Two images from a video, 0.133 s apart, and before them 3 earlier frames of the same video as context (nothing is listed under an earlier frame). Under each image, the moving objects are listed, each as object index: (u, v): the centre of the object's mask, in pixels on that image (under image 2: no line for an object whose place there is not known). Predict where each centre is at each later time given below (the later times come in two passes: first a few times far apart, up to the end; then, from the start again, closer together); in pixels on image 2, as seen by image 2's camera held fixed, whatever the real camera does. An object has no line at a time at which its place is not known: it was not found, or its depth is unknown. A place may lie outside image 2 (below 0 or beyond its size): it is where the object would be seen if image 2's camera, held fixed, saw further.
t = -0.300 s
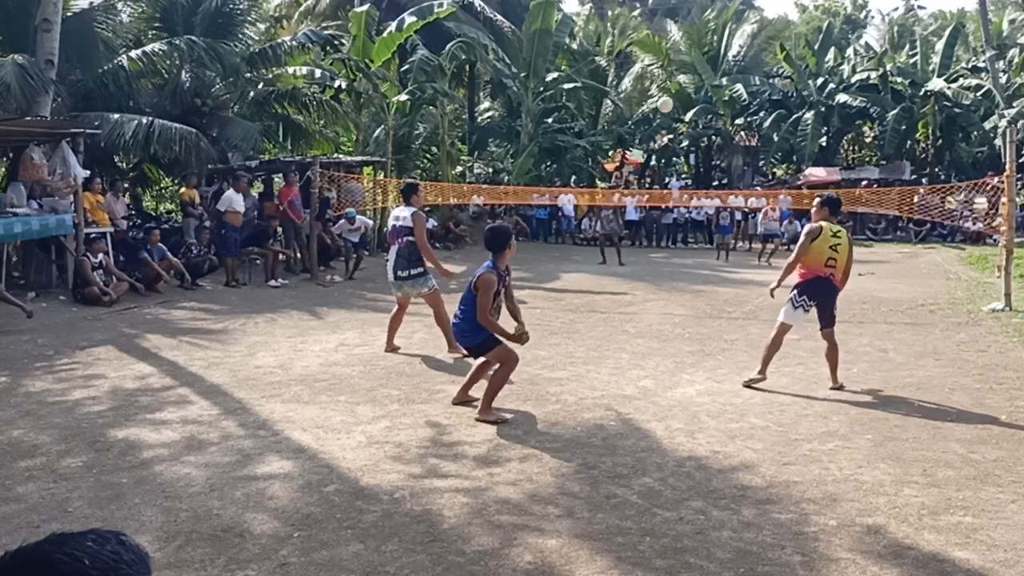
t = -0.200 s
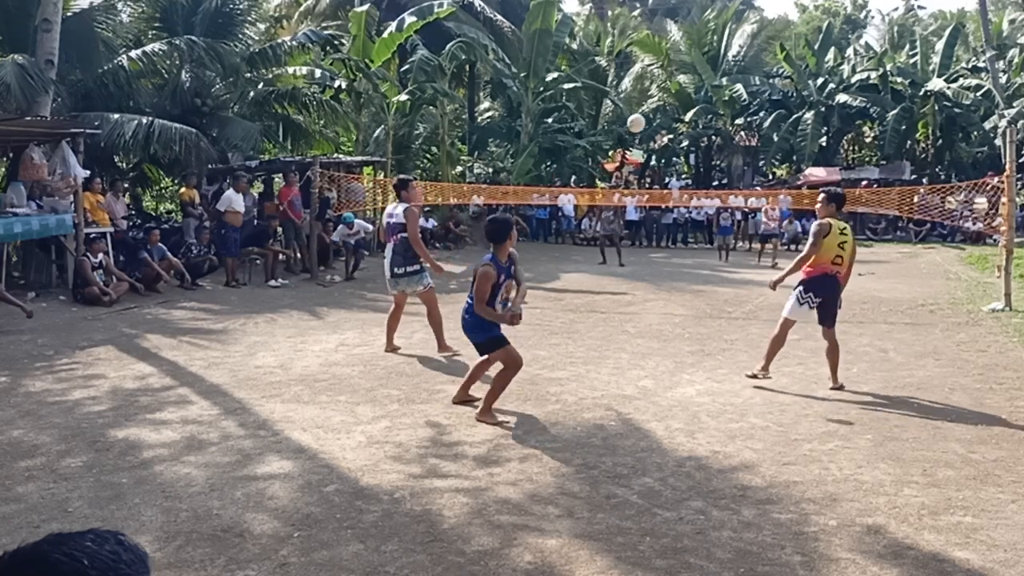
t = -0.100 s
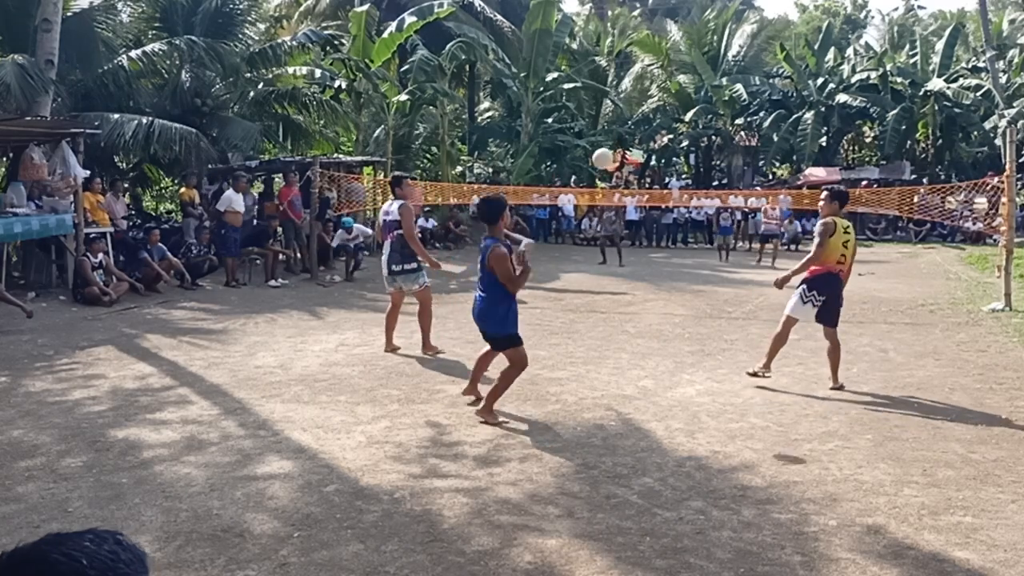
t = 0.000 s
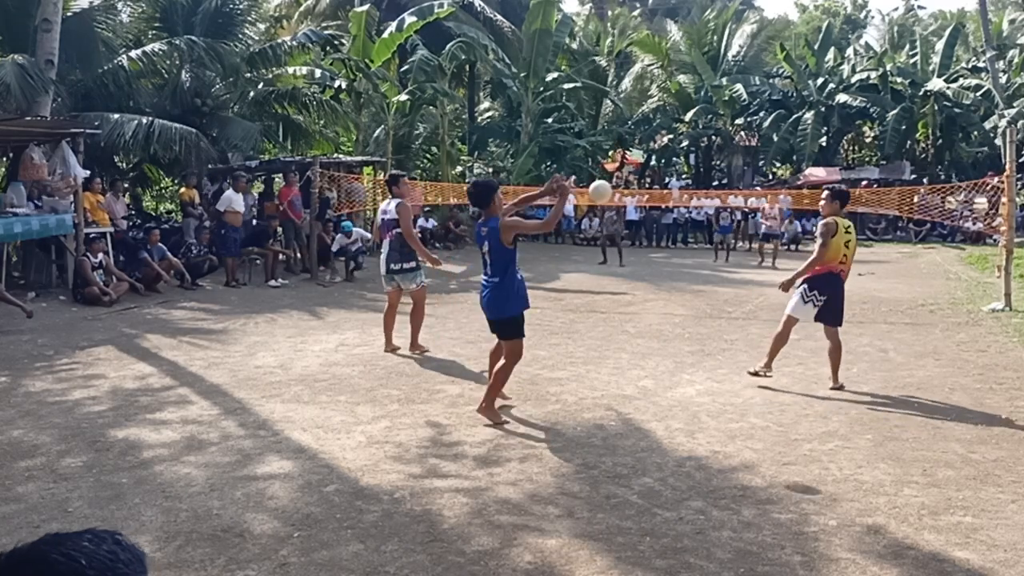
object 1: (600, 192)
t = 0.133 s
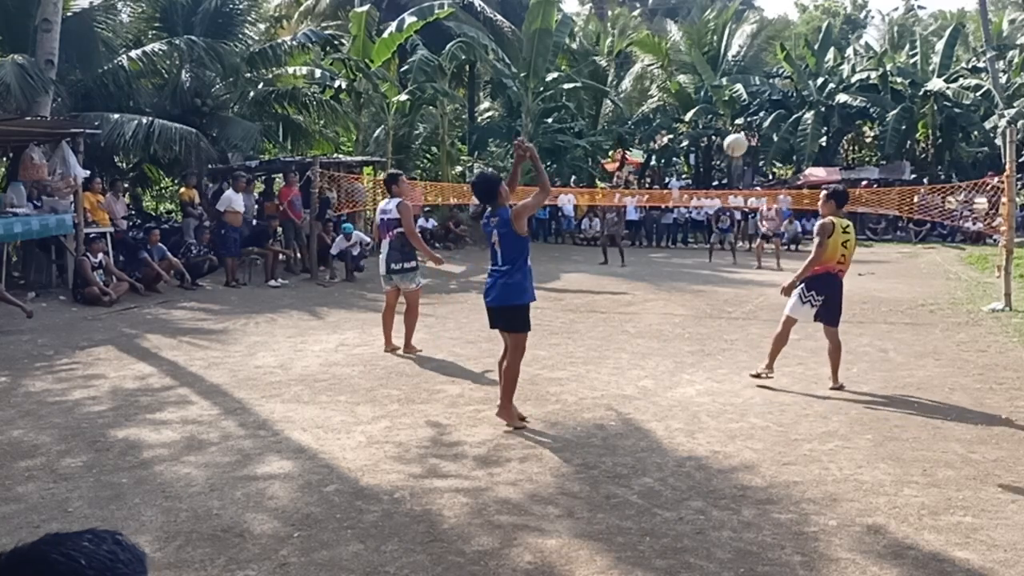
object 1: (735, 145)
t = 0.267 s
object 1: (860, 127)
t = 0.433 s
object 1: (1002, 142)
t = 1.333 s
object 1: (962, 282)
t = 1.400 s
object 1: (949, 270)
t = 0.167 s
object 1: (767, 138)
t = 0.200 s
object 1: (799, 132)
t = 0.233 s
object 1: (830, 129)
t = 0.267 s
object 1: (860, 127)
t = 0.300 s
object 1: (890, 127)
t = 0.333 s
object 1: (919, 128)
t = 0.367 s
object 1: (947, 131)
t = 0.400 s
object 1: (975, 136)
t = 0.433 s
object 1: (1002, 142)
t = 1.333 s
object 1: (962, 282)
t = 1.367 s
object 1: (955, 275)
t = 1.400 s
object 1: (949, 270)
